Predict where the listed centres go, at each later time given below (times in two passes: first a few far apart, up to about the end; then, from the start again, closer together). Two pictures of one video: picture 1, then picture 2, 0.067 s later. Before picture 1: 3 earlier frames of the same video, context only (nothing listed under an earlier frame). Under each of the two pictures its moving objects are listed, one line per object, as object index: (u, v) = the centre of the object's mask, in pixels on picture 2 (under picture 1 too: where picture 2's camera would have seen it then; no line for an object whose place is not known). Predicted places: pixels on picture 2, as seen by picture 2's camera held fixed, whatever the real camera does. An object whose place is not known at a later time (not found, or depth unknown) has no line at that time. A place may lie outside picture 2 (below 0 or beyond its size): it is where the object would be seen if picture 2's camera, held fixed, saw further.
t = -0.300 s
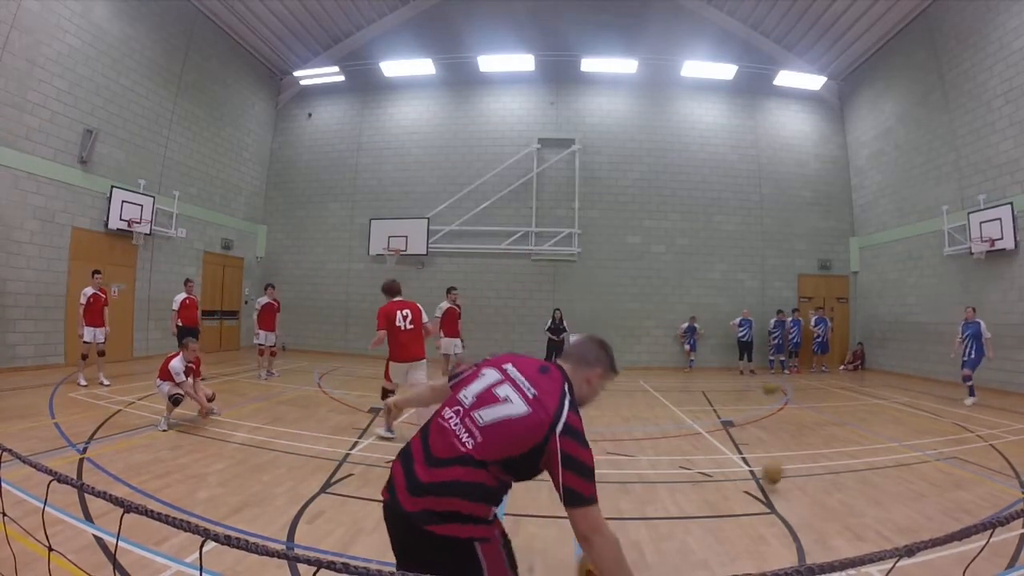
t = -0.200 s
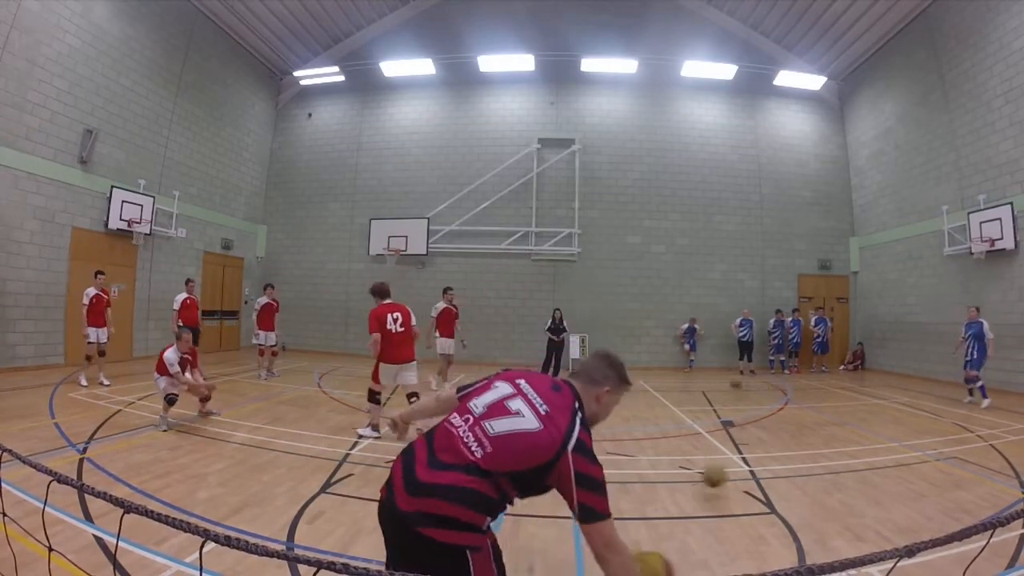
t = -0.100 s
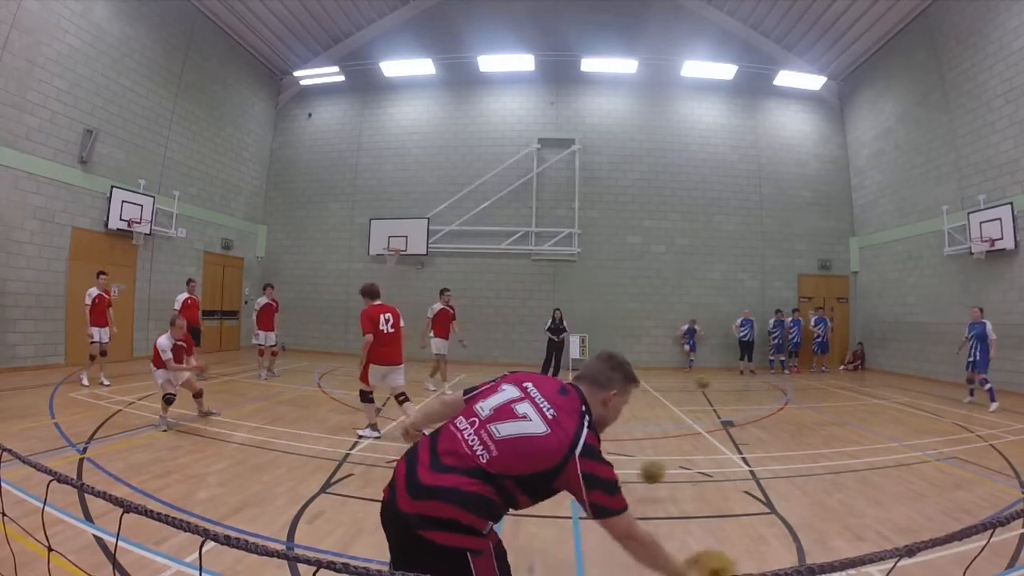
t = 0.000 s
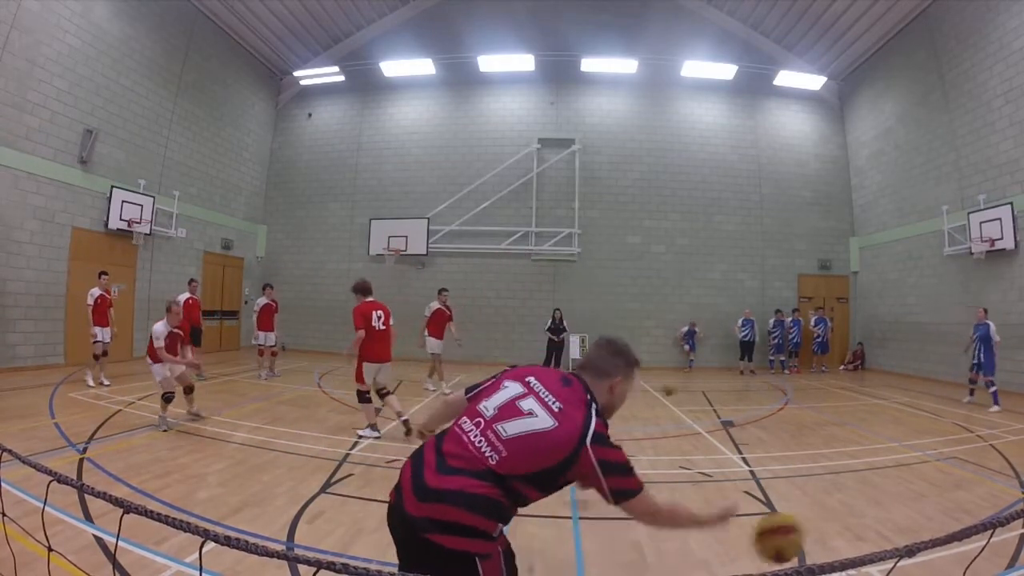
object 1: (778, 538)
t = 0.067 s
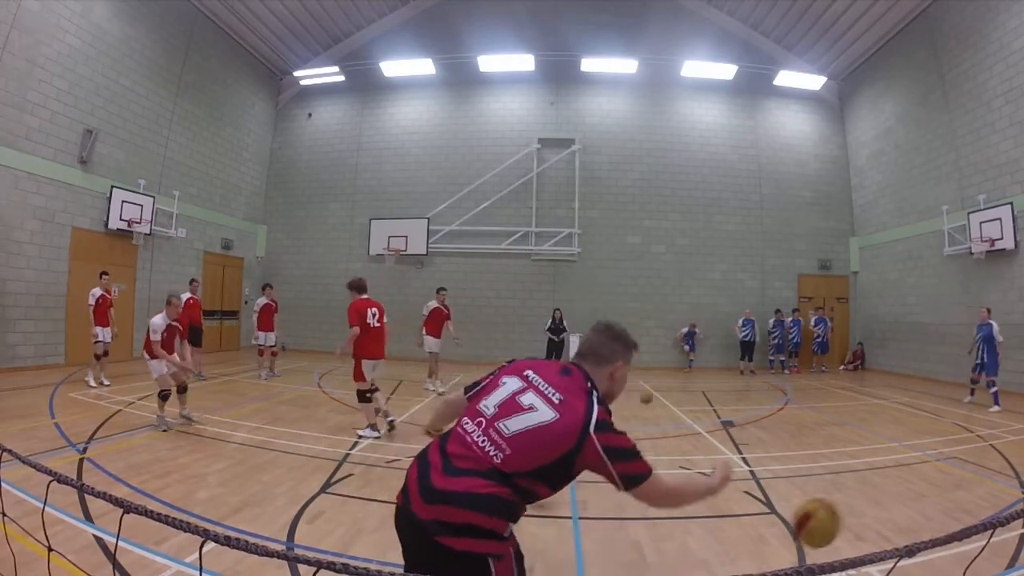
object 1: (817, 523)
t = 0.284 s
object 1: (898, 533)
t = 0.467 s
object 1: (943, 558)
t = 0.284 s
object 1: (898, 533)
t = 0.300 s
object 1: (903, 535)
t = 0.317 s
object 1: (907, 545)
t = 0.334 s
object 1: (913, 554)
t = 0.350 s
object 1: (917, 563)
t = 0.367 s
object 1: (919, 564)
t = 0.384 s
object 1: (922, 565)
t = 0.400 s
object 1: (925, 568)
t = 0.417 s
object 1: (928, 569)
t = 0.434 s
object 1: (933, 565)
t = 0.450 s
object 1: (938, 562)
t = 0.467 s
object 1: (943, 558)
